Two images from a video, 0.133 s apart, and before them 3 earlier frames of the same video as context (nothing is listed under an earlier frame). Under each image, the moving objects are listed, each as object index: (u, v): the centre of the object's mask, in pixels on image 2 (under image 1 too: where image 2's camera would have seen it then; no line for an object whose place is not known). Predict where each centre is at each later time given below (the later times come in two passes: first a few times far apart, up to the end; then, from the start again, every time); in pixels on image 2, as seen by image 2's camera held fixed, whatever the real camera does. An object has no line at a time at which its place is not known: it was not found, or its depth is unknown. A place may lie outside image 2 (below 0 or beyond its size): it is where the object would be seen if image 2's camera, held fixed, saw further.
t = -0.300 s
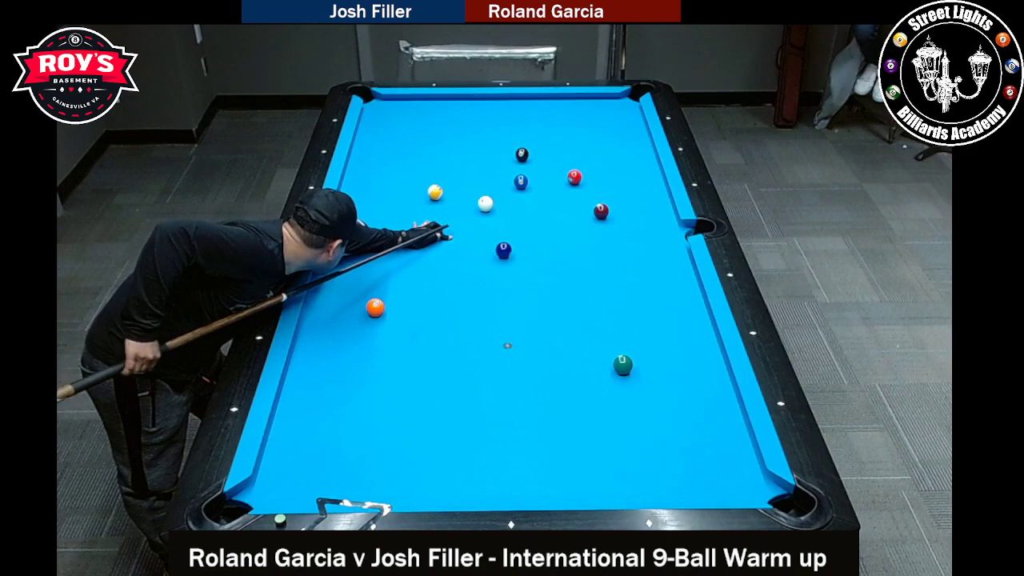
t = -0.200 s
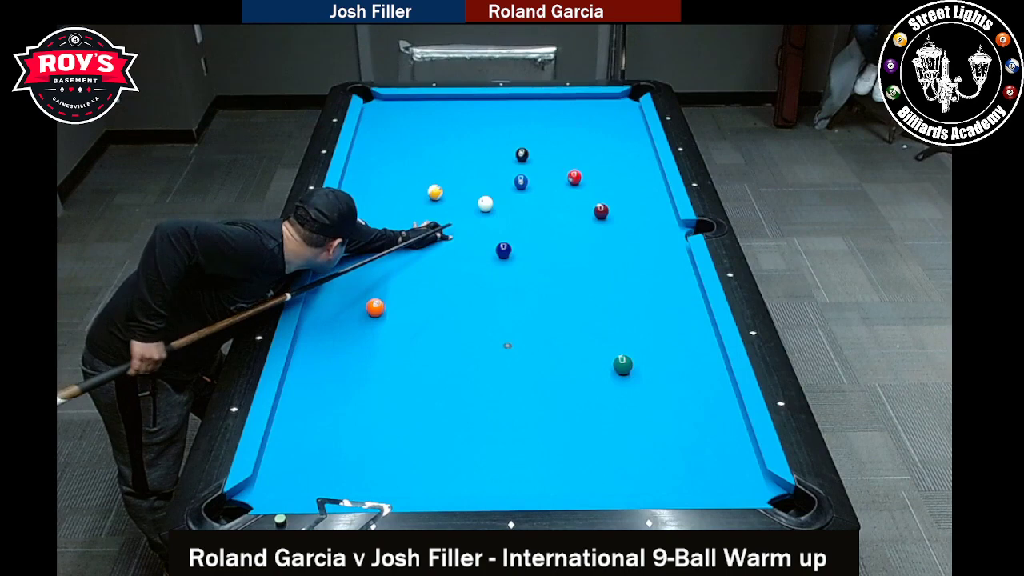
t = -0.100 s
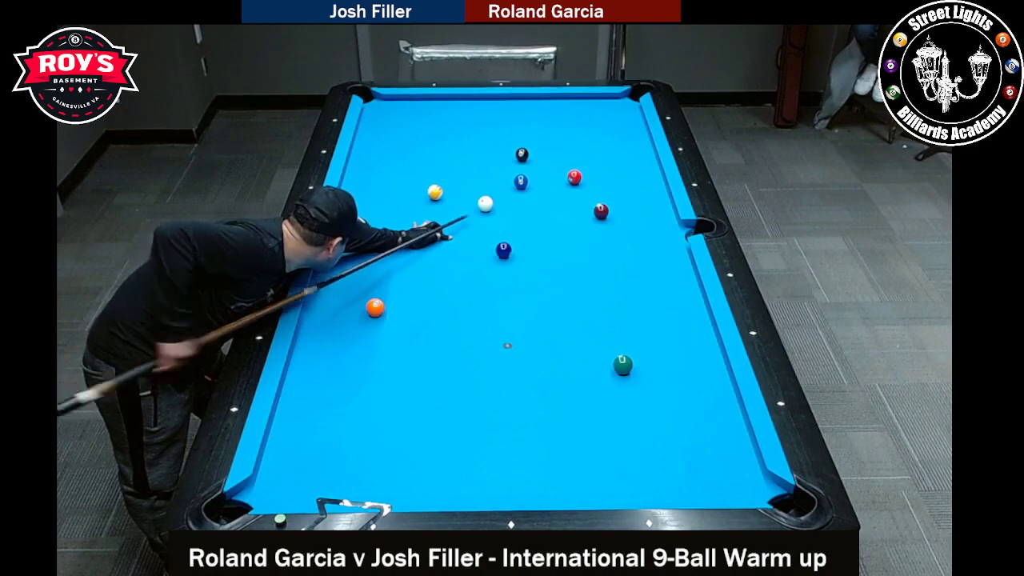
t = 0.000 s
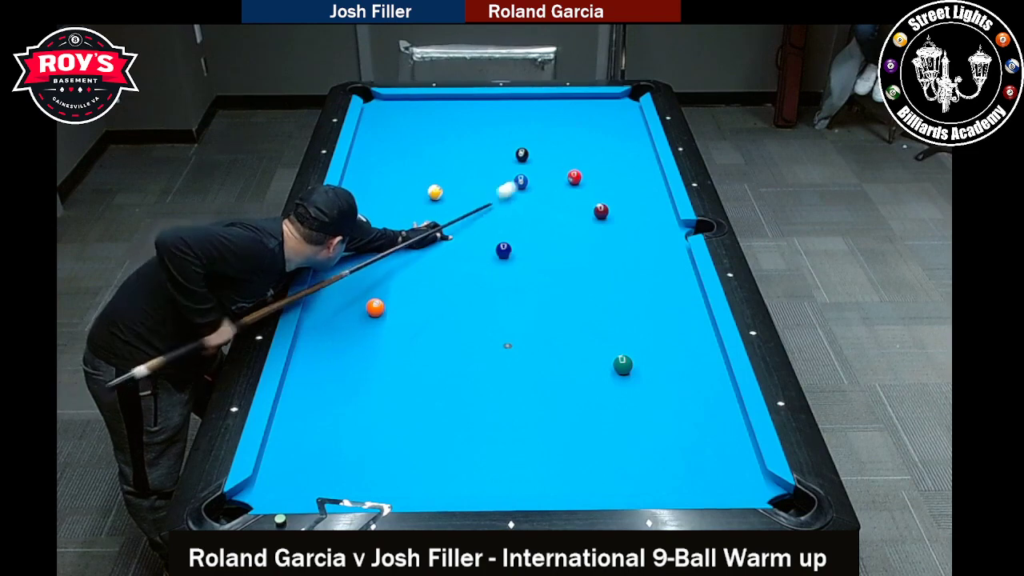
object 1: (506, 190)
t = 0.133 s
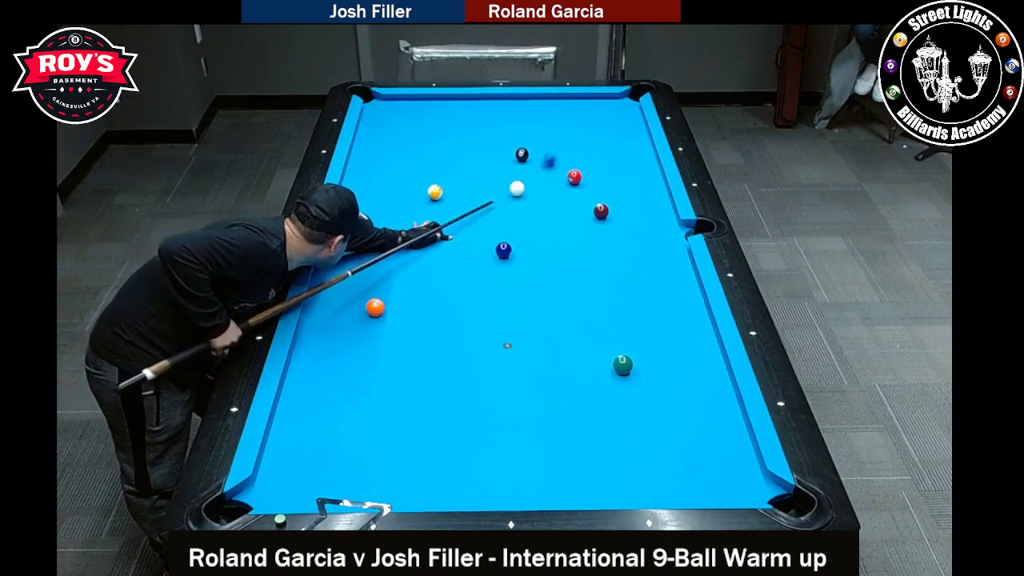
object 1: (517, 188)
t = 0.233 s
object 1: (519, 190)
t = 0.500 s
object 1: (525, 193)
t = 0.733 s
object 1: (529, 196)
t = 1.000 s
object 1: (533, 199)
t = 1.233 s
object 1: (536, 201)
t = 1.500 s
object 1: (539, 202)
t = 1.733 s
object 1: (540, 203)
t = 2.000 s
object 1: (540, 203)
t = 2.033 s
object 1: (540, 203)
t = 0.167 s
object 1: (518, 189)
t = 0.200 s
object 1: (519, 189)
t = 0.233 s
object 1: (519, 190)
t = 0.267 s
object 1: (520, 190)
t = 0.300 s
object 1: (521, 190)
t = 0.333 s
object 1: (522, 191)
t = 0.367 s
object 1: (522, 191)
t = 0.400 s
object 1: (523, 192)
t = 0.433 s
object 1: (524, 192)
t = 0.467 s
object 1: (525, 193)
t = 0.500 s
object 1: (525, 193)
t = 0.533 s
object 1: (526, 194)
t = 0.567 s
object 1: (527, 194)
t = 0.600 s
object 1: (527, 195)
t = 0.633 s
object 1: (528, 195)
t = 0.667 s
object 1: (528, 195)
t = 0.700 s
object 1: (529, 196)
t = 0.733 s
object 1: (529, 196)
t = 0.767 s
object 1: (530, 196)
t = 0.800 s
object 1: (530, 197)
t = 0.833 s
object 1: (531, 197)
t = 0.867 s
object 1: (532, 198)
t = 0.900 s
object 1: (532, 198)
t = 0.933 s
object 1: (532, 198)
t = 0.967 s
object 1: (533, 199)
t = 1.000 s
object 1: (533, 199)
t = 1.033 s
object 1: (534, 199)
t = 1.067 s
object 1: (534, 199)
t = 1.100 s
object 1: (535, 200)
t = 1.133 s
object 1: (535, 200)
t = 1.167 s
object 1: (535, 200)
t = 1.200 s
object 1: (536, 200)
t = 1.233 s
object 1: (536, 201)
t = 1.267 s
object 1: (537, 201)
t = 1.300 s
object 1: (537, 201)
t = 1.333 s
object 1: (537, 201)
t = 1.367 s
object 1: (538, 202)
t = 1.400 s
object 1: (538, 201)
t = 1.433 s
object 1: (538, 202)
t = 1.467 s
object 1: (538, 202)
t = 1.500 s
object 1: (539, 202)
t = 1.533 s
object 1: (539, 202)
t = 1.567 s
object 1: (539, 202)
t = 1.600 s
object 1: (540, 202)
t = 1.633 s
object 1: (540, 202)
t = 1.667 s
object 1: (540, 203)
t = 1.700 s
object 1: (540, 202)
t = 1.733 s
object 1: (540, 203)
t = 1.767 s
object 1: (540, 203)
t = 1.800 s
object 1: (540, 203)
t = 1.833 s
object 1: (540, 203)
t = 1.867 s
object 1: (540, 203)
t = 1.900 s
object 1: (540, 203)
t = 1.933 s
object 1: (540, 203)
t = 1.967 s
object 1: (540, 203)
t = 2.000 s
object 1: (540, 203)
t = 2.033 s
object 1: (540, 203)
